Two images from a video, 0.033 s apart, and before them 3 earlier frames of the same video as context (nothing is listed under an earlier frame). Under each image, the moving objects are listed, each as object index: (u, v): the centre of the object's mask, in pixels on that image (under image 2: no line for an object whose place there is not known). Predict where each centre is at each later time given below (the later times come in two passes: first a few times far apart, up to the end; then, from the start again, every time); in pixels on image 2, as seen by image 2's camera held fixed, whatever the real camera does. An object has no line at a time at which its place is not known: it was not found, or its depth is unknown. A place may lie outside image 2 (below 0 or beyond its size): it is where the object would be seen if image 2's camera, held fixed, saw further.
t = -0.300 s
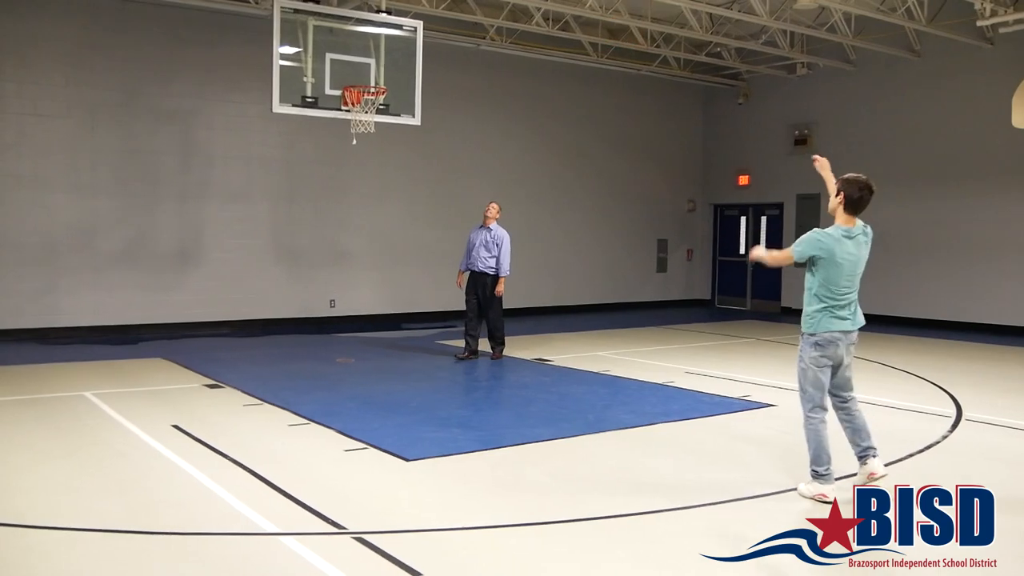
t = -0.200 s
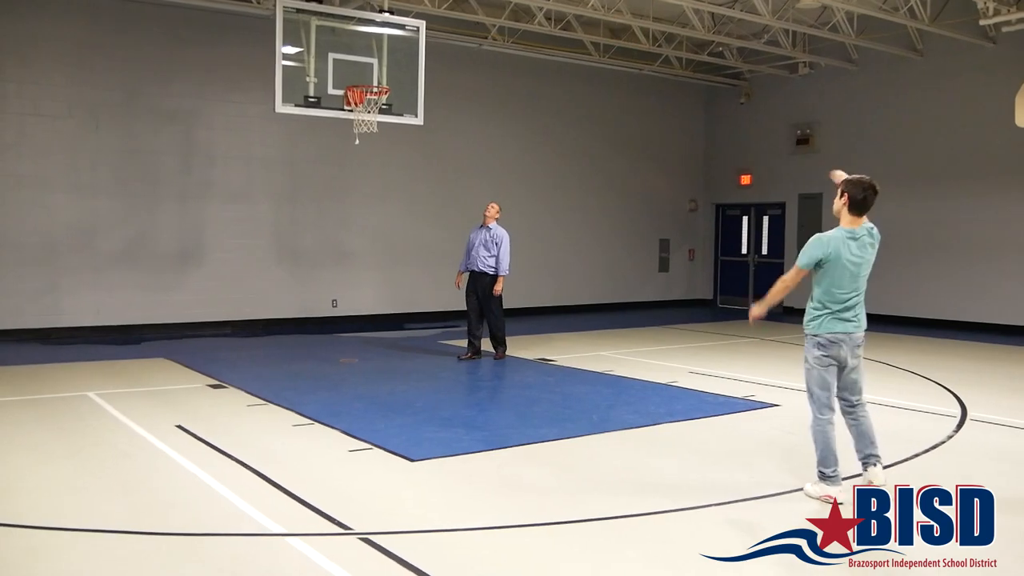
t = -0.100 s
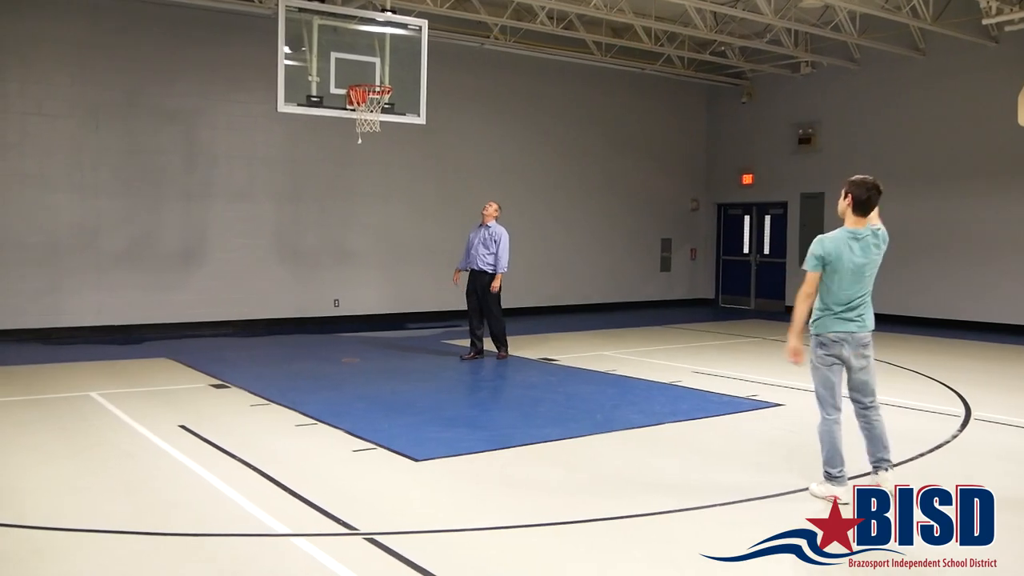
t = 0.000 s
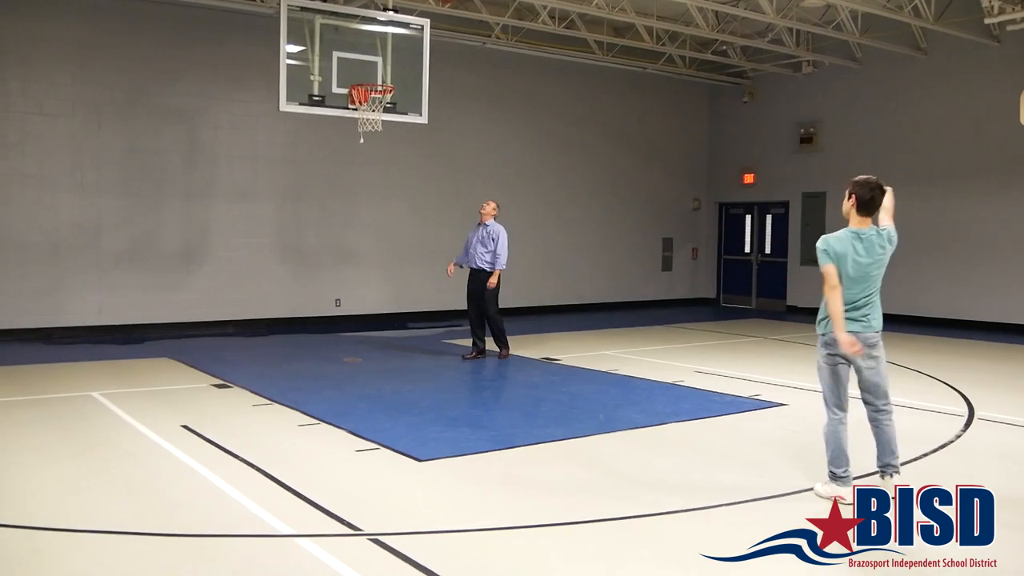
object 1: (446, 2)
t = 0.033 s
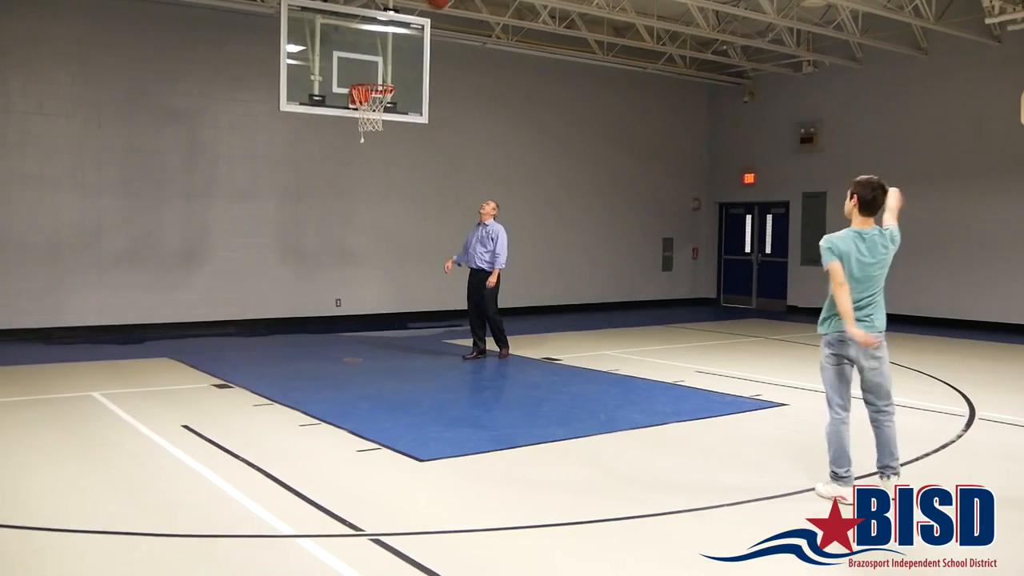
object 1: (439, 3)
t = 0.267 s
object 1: (380, 62)
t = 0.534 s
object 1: (408, 49)
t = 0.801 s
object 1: (439, 60)
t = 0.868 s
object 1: (448, 75)
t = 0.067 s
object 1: (429, 7)
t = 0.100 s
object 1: (421, 11)
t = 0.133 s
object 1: (412, 21)
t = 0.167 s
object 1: (404, 31)
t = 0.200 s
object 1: (396, 41)
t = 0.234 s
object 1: (388, 50)
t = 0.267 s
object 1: (380, 62)
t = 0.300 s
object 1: (381, 70)
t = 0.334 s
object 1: (388, 77)
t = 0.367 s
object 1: (392, 75)
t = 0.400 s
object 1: (395, 68)
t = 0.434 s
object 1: (398, 62)
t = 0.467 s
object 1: (402, 57)
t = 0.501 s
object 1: (405, 52)
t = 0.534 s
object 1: (408, 49)
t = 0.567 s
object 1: (412, 47)
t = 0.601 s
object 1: (416, 46)
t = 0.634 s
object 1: (419, 45)
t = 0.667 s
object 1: (423, 46)
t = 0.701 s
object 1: (427, 48)
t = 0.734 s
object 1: (432, 51)
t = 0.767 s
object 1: (435, 55)
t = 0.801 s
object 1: (439, 60)
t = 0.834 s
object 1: (443, 67)
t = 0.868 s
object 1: (448, 75)
